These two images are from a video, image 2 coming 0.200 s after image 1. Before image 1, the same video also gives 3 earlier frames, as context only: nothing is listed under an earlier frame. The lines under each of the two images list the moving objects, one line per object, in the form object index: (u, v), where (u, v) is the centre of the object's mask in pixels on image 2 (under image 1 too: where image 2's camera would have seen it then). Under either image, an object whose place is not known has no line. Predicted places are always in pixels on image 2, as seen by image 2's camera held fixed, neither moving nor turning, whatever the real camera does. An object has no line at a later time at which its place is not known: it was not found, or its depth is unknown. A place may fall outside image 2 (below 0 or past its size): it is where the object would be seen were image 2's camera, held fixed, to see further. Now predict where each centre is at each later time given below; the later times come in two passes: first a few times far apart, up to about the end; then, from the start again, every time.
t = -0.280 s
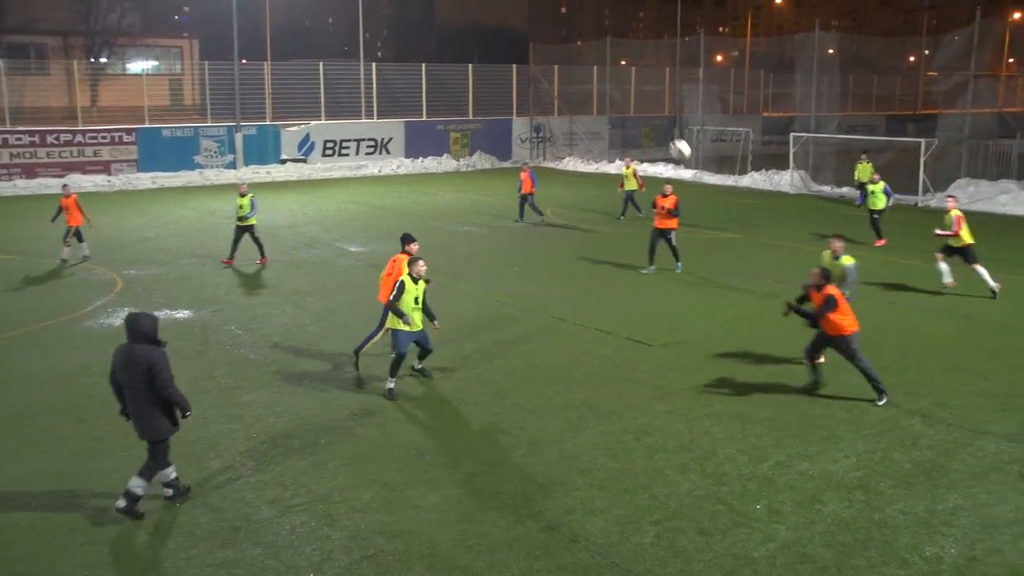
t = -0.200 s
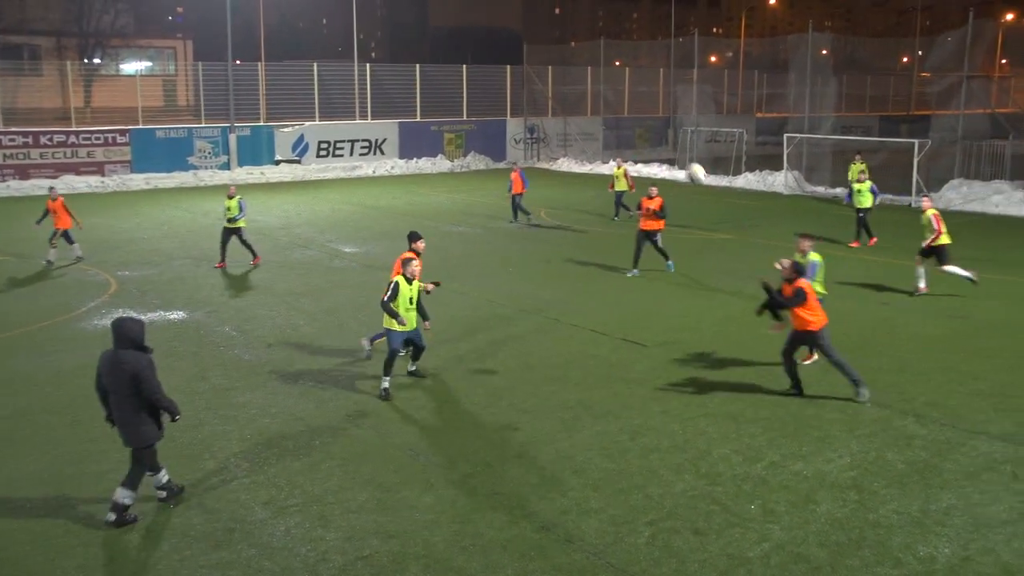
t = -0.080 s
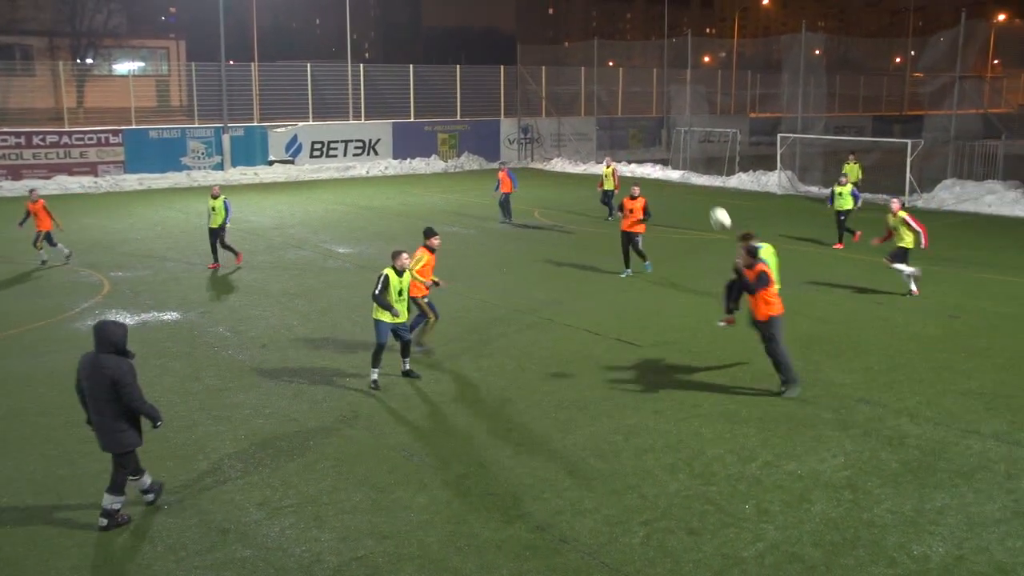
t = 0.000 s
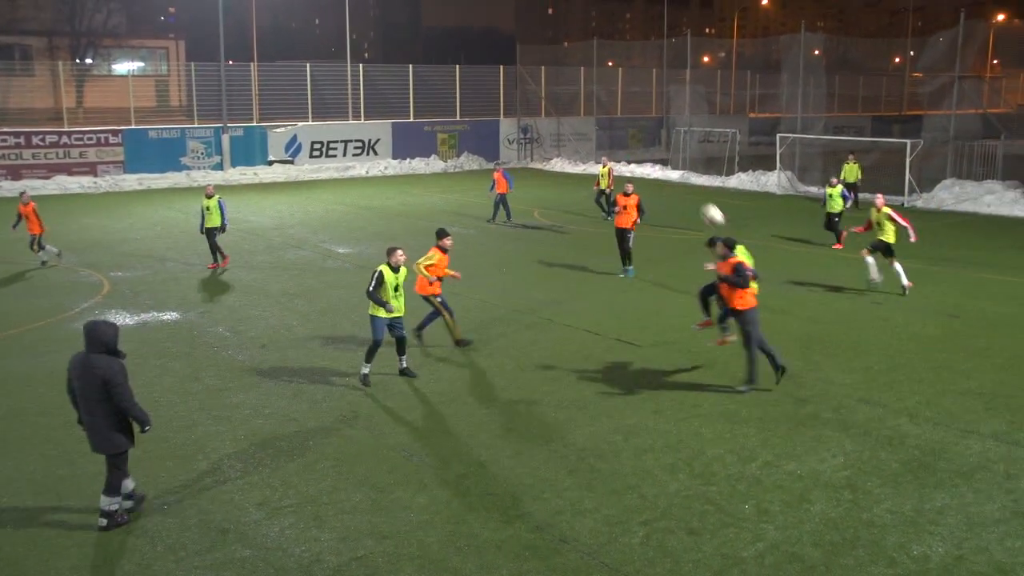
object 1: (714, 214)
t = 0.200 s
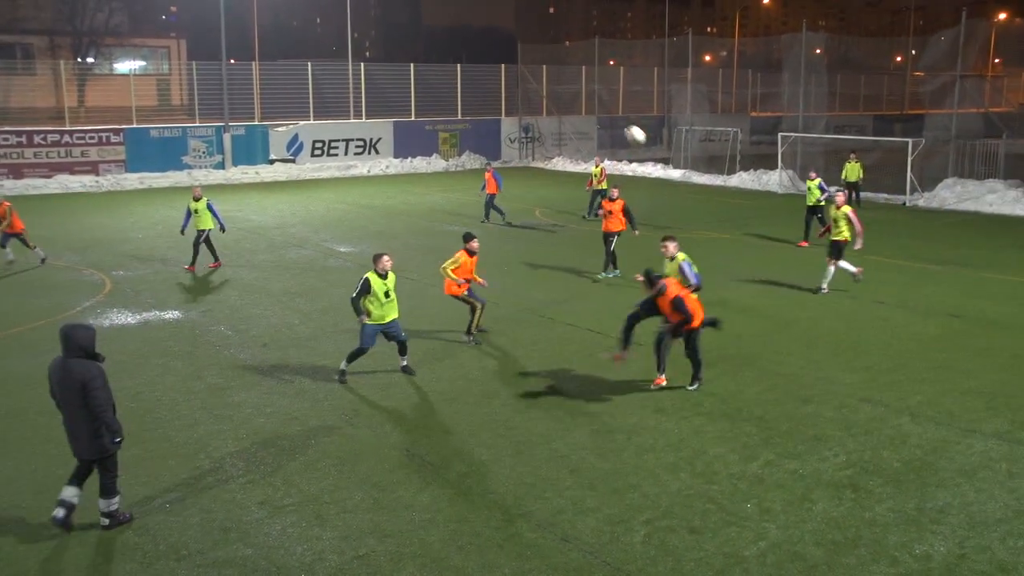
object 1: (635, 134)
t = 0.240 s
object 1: (621, 124)
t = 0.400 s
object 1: (571, 98)
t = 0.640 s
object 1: (510, 96)
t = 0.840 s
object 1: (469, 120)
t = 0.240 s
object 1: (621, 124)
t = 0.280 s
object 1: (607, 116)
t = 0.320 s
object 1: (595, 108)
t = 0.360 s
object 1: (582, 102)
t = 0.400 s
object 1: (571, 98)
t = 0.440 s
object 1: (559, 95)
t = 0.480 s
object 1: (549, 92)
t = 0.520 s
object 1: (538, 92)
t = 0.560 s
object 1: (528, 92)
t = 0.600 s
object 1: (519, 94)
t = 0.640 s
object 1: (510, 96)
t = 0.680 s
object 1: (501, 99)
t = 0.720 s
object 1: (492, 103)
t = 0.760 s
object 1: (484, 108)
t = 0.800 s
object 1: (477, 114)
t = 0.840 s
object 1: (469, 120)
